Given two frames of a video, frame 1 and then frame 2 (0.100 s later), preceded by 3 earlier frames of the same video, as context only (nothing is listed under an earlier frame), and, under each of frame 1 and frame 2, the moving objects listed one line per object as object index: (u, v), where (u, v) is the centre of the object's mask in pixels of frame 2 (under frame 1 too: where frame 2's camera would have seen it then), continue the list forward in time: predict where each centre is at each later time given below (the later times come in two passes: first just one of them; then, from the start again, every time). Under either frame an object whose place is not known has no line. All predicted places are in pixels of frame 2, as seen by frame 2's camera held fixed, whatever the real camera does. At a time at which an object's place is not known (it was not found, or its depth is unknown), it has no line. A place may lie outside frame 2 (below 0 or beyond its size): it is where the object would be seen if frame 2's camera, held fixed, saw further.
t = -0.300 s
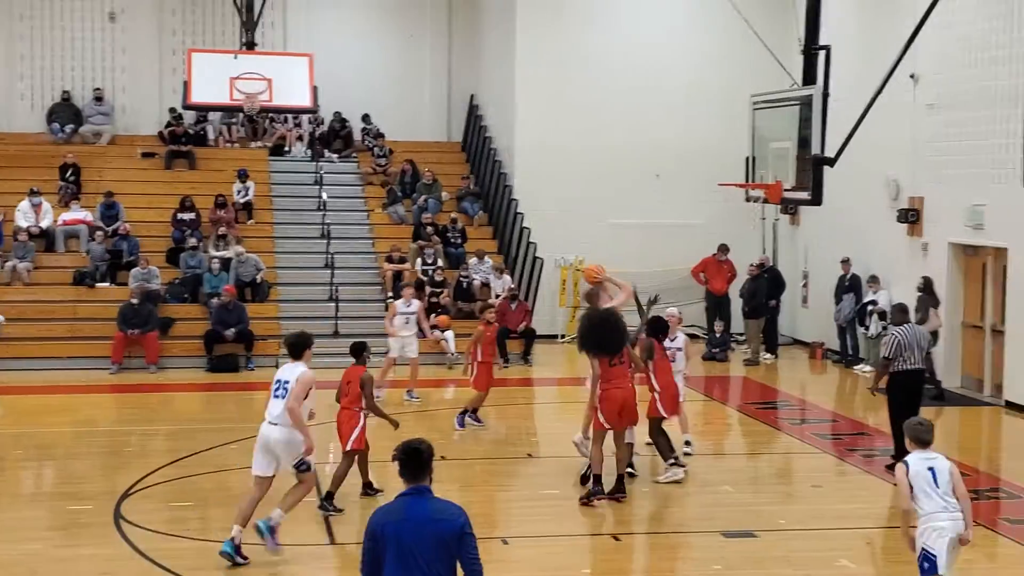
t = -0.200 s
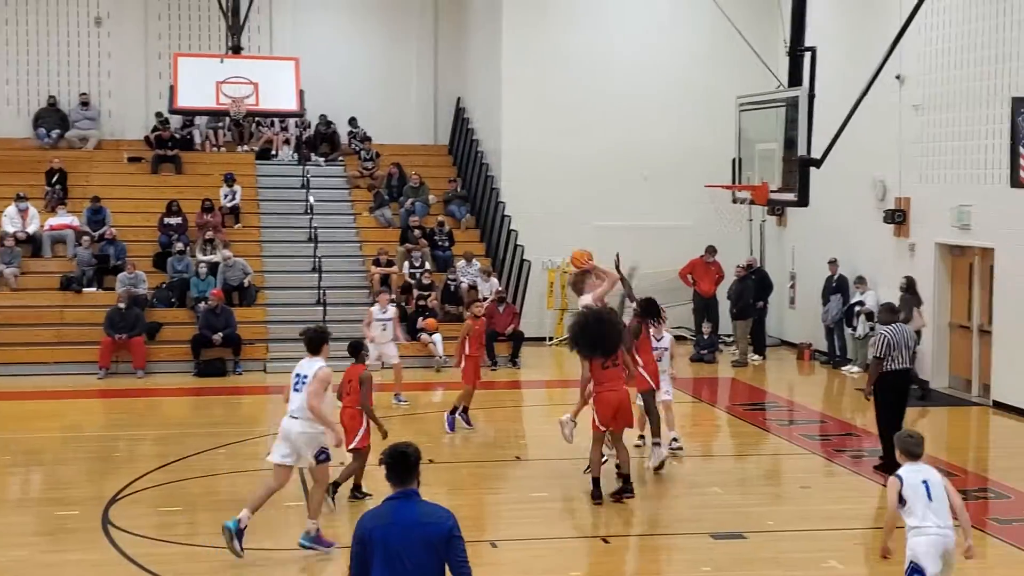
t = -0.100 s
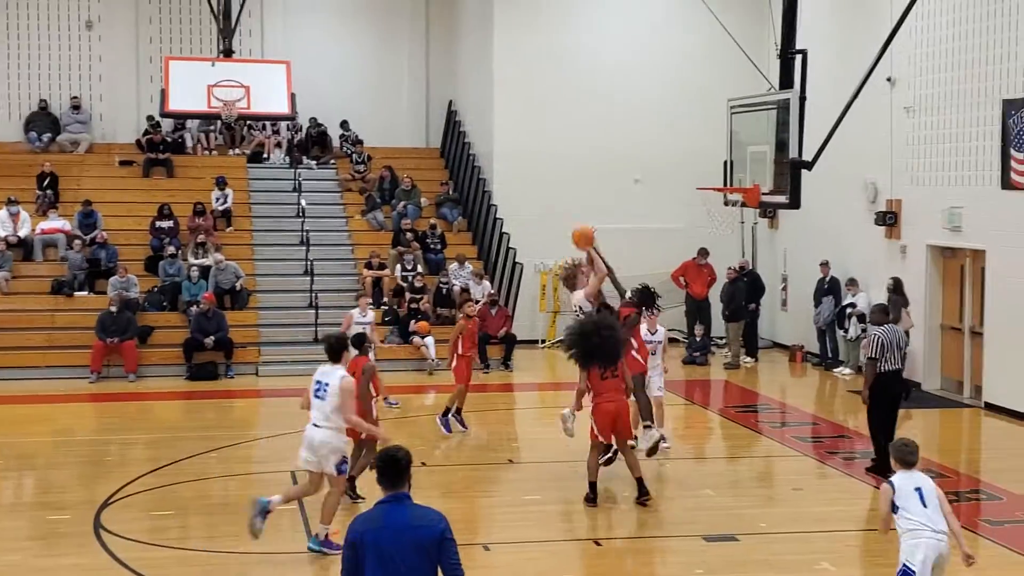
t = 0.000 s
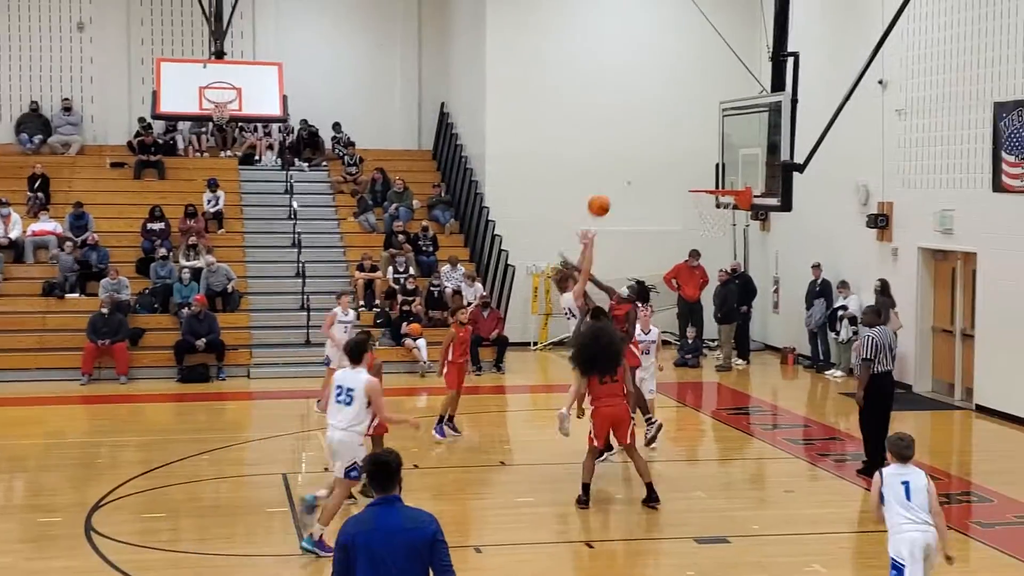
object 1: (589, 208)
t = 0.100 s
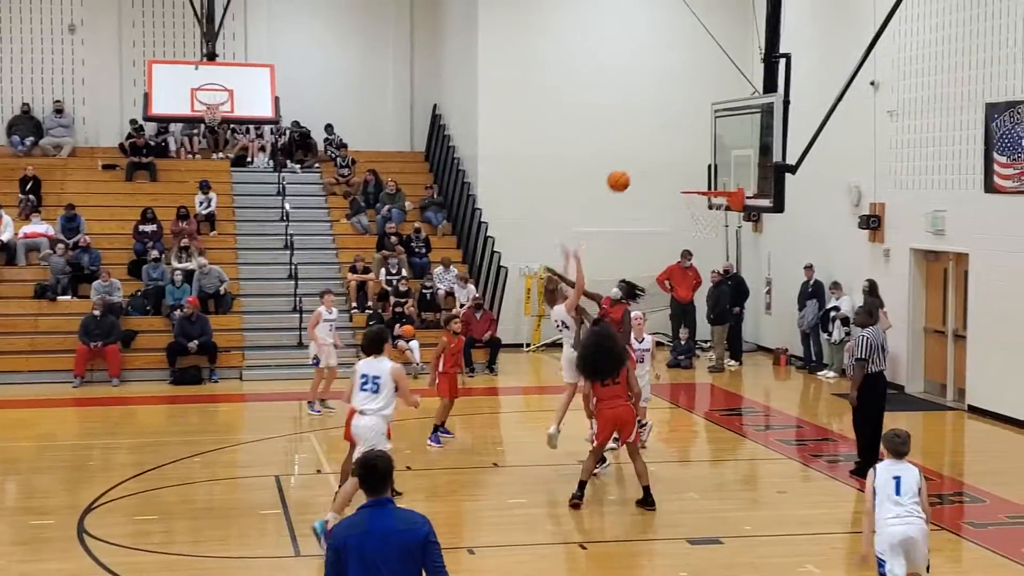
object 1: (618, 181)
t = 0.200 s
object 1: (646, 163)
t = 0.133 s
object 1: (628, 174)
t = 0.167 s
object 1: (637, 168)
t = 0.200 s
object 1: (646, 163)
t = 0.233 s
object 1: (655, 160)
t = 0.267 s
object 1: (664, 158)
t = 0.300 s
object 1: (674, 156)
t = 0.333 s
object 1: (683, 155)
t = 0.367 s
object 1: (692, 156)
